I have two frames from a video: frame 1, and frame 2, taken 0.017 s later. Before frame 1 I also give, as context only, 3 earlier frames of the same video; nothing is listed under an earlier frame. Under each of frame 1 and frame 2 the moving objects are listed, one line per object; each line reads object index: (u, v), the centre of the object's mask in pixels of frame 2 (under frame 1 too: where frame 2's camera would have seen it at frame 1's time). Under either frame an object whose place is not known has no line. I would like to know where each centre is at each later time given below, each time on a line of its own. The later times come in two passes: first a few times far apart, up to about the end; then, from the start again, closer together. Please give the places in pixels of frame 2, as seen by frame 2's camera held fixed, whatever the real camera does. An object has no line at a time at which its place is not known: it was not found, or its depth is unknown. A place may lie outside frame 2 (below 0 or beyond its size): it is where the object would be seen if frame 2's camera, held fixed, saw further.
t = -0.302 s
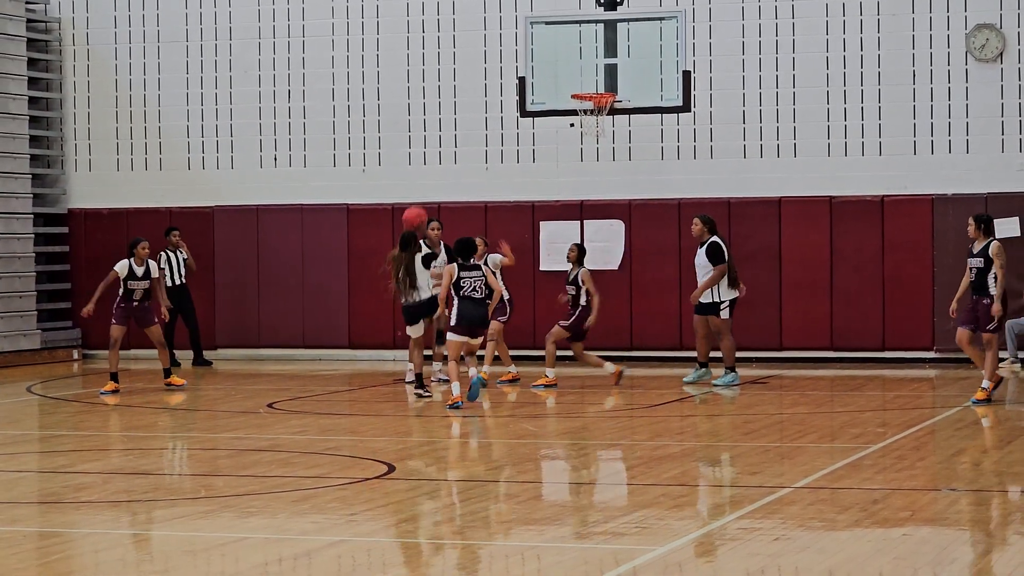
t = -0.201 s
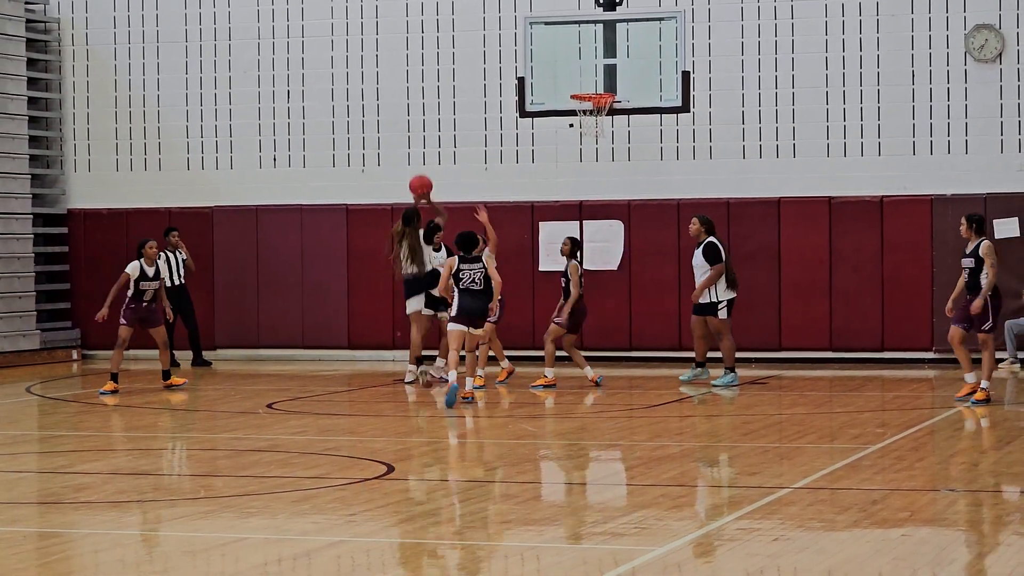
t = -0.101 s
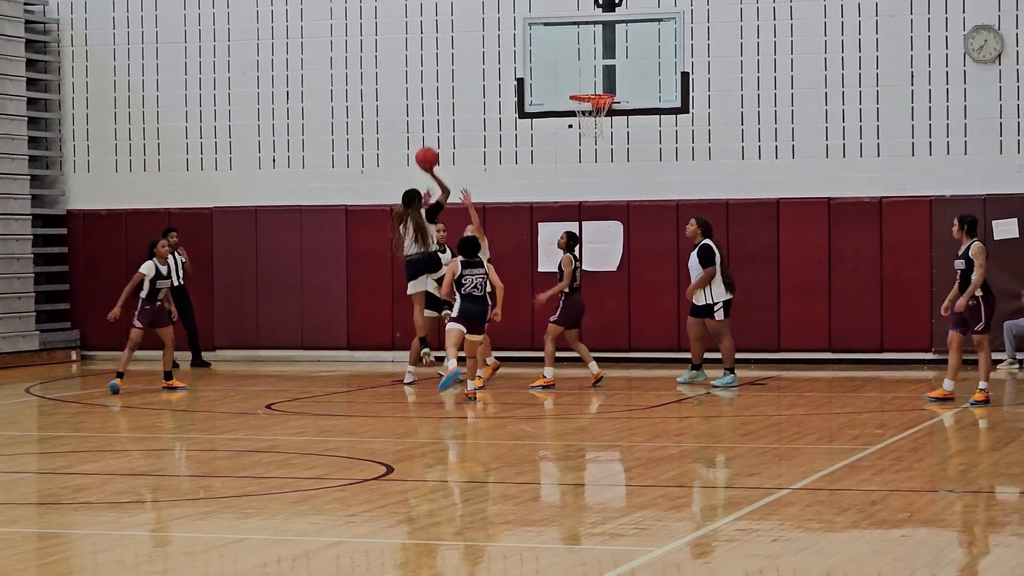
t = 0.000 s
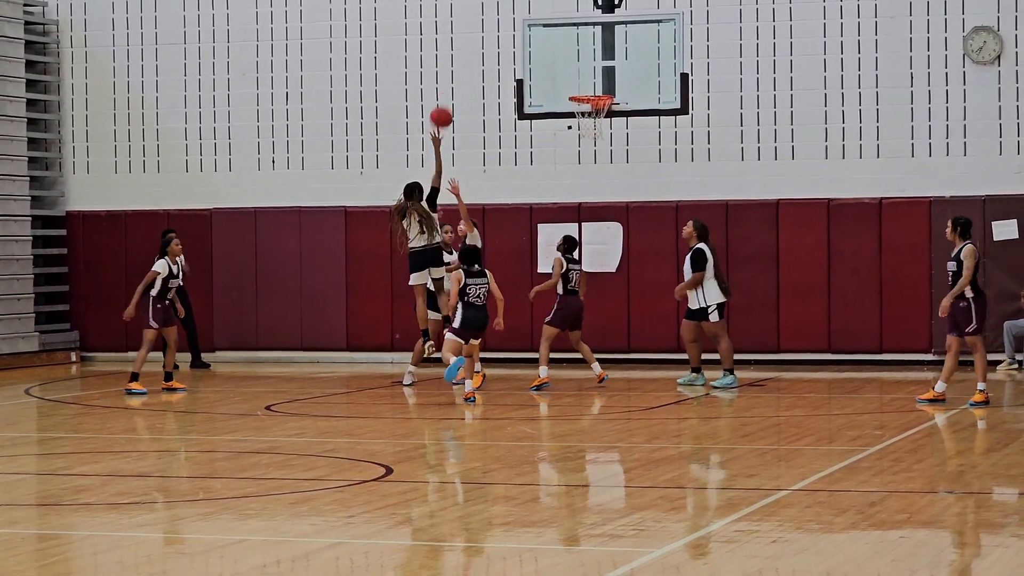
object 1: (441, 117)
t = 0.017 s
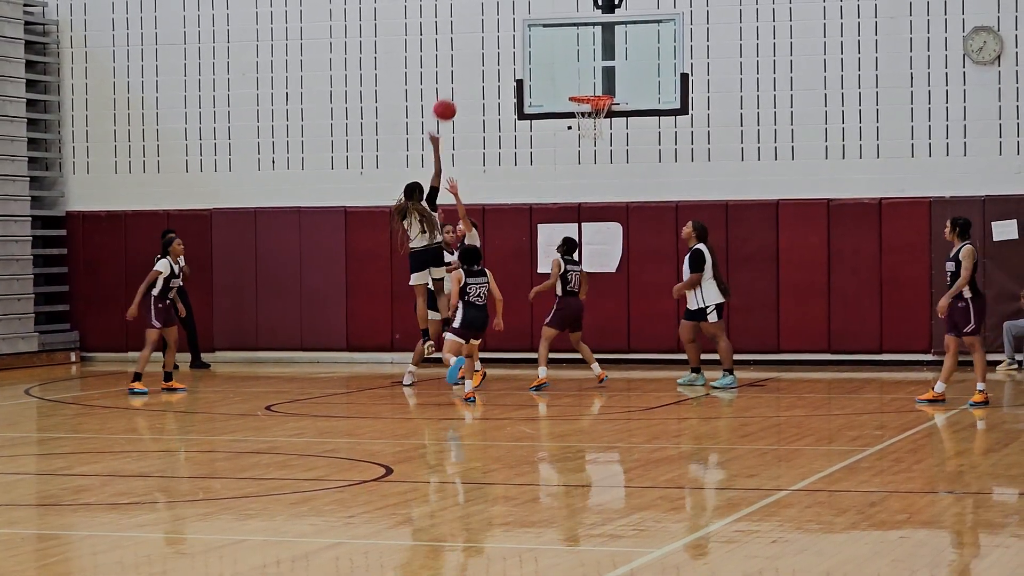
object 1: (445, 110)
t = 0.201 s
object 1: (481, 50)
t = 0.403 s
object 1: (520, 25)
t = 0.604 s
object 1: (557, 38)
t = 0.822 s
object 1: (594, 89)
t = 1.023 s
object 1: (579, 113)
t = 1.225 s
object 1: (578, 119)
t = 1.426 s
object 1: (577, 162)
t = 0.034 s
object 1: (448, 103)
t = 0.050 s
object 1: (451, 96)
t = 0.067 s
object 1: (455, 90)
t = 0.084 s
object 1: (458, 84)
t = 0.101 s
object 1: (461, 78)
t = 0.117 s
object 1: (465, 73)
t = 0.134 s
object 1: (468, 67)
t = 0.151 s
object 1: (472, 63)
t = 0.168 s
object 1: (475, 58)
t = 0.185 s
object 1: (478, 54)
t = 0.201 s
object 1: (481, 50)
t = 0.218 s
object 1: (485, 47)
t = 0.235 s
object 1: (488, 43)
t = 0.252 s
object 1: (491, 40)
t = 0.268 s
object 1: (495, 38)
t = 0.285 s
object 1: (498, 35)
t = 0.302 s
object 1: (501, 33)
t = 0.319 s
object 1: (504, 31)
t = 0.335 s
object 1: (507, 29)
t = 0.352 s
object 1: (510, 28)
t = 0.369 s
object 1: (514, 27)
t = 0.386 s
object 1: (517, 26)
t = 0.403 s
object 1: (520, 25)
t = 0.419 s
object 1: (523, 25)
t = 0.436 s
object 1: (526, 25)
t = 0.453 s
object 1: (529, 25)
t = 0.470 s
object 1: (532, 25)
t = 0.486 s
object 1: (536, 26)
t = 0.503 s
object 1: (539, 27)
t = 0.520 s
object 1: (541, 28)
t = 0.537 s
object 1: (545, 30)
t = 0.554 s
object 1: (547, 31)
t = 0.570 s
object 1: (550, 33)
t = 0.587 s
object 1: (553, 35)
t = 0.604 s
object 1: (557, 38)
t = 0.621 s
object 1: (559, 41)
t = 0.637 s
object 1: (562, 43)
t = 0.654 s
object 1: (565, 47)
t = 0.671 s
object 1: (568, 50)
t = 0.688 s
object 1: (571, 54)
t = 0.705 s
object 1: (574, 58)
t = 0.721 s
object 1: (577, 62)
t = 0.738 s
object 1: (580, 66)
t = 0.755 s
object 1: (583, 71)
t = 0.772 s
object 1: (585, 76)
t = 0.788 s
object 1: (588, 81)
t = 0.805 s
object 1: (591, 86)
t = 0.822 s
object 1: (594, 89)
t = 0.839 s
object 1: (597, 93)
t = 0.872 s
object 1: (593, 106)
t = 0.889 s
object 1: (591, 109)
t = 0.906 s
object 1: (588, 112)
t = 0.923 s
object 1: (585, 116)
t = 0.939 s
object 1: (583, 118)
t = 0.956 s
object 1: (582, 117)
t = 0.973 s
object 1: (580, 117)
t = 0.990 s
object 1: (579, 115)
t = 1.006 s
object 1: (579, 114)
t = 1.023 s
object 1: (579, 113)
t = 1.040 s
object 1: (578, 114)
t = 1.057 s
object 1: (578, 113)
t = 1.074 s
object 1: (578, 112)
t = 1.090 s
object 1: (578, 112)
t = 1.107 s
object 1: (578, 112)
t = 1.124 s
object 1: (578, 112)
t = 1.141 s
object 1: (578, 112)
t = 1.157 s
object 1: (578, 113)
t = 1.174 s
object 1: (578, 114)
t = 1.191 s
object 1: (578, 115)
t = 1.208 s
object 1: (578, 117)
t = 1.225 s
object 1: (578, 119)
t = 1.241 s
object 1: (578, 121)
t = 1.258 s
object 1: (578, 123)
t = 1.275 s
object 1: (578, 126)
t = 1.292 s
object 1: (578, 129)
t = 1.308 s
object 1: (577, 132)
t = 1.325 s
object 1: (577, 136)
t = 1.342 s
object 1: (577, 139)
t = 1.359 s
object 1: (577, 143)
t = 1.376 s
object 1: (577, 148)
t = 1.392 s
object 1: (577, 152)
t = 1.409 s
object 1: (577, 157)
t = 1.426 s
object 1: (577, 162)
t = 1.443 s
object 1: (577, 167)
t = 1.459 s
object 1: (577, 173)
